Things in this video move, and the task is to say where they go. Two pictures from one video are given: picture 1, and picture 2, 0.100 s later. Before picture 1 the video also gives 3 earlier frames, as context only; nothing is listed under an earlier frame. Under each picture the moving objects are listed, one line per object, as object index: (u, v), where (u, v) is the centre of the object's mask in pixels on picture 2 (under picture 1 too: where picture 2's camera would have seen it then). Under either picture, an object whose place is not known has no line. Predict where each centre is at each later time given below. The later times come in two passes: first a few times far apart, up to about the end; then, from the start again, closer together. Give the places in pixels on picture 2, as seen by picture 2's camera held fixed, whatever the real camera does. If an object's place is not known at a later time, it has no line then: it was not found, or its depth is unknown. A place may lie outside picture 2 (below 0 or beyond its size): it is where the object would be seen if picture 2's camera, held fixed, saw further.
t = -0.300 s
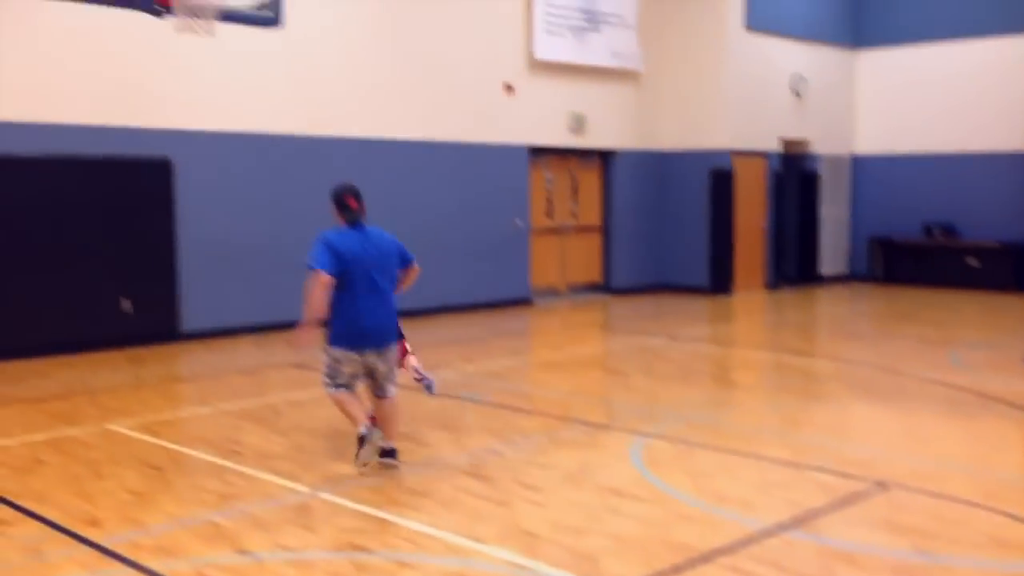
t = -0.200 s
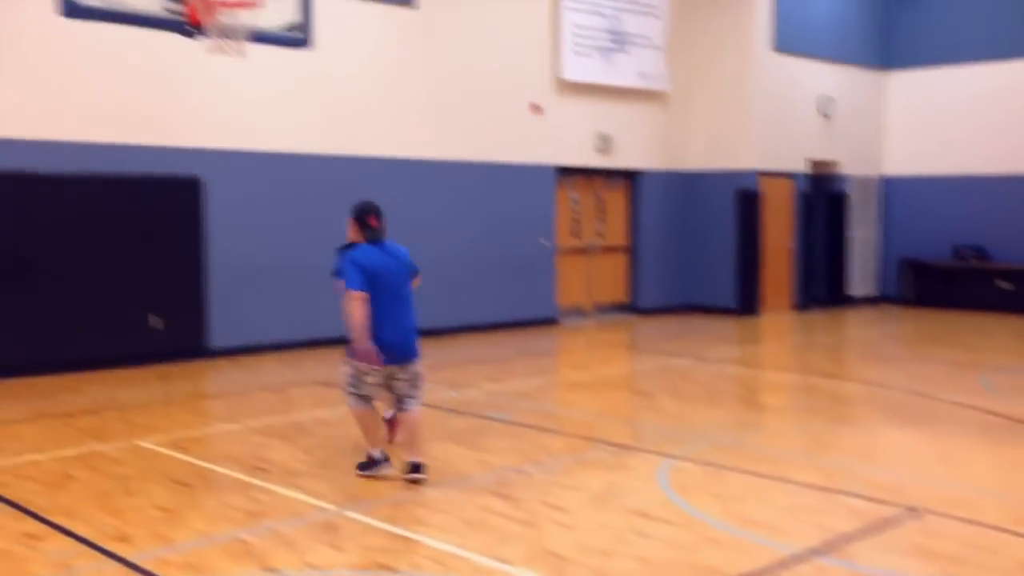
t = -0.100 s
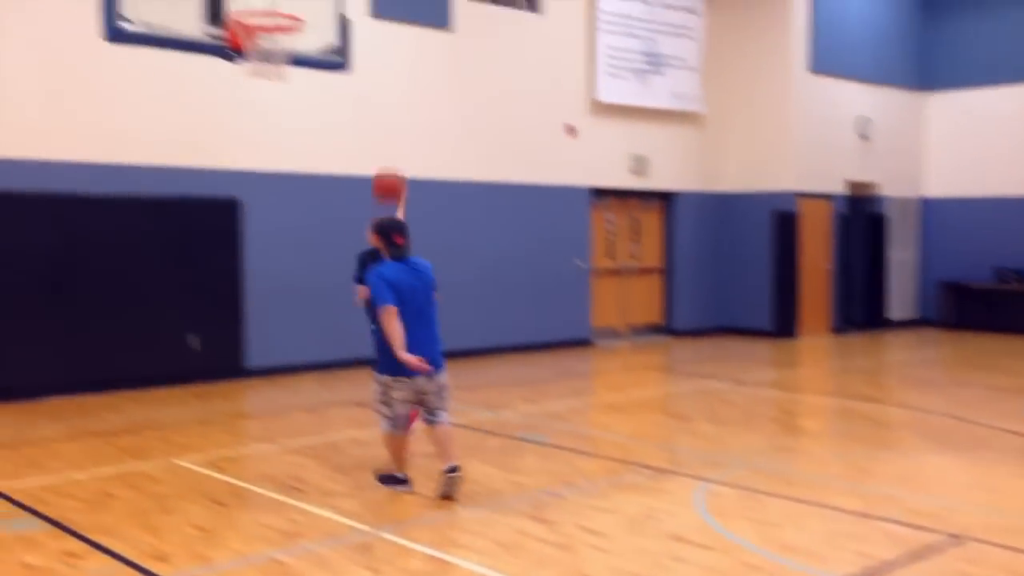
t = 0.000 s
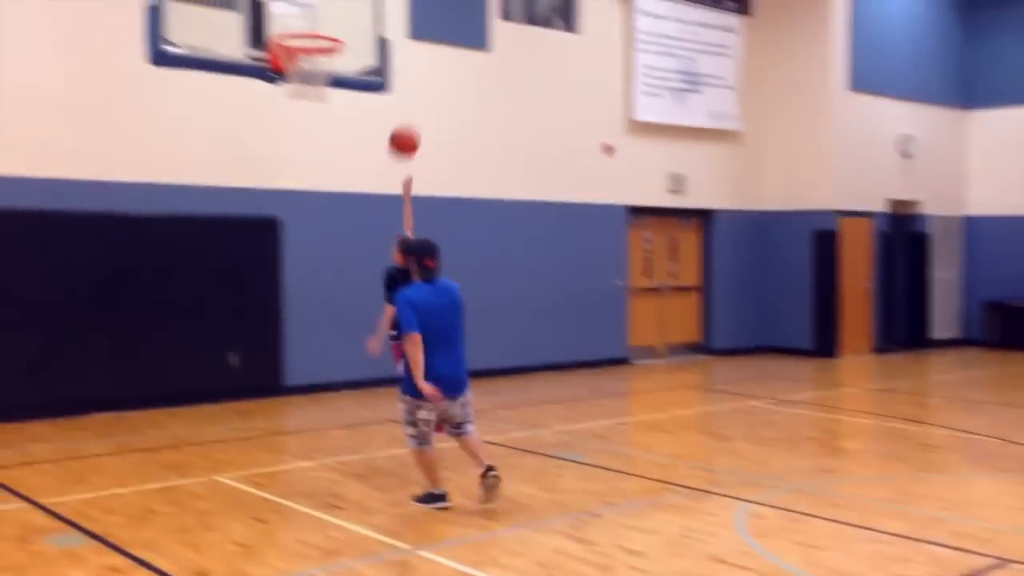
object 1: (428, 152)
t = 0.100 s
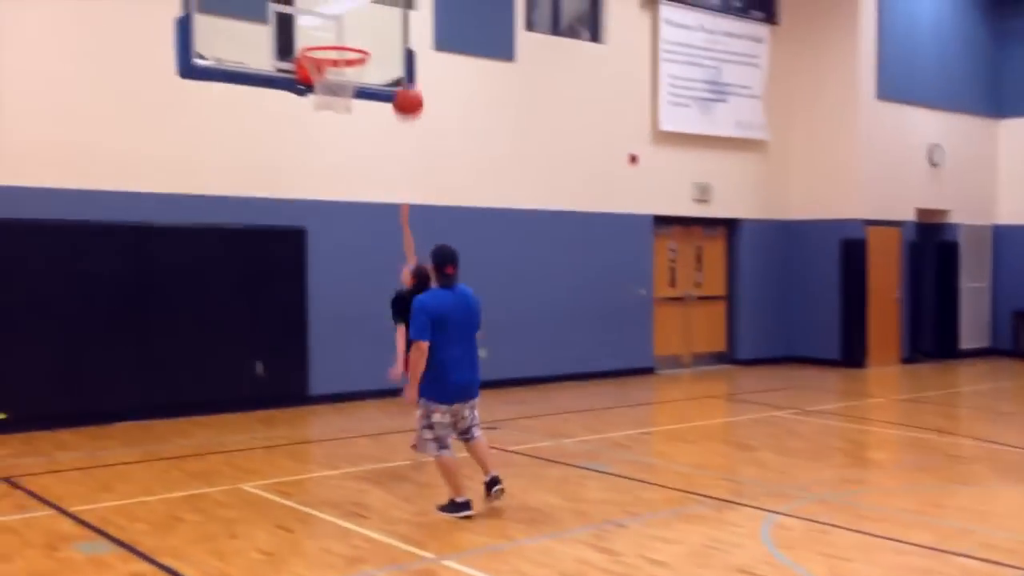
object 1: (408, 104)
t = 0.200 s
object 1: (386, 66)
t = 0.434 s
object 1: (358, 32)
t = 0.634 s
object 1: (341, 66)
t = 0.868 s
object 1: (337, 108)
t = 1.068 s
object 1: (343, 173)
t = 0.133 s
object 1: (401, 90)
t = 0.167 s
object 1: (393, 79)
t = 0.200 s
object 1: (386, 66)
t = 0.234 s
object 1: (380, 56)
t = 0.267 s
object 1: (374, 46)
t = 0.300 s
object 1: (368, 40)
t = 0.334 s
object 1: (366, 36)
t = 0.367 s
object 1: (364, 34)
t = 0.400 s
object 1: (361, 32)
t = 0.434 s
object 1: (358, 32)
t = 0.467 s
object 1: (355, 33)
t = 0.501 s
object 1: (352, 34)
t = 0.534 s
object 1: (349, 37)
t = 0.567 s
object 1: (343, 45)
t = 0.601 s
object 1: (341, 52)
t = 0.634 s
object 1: (341, 66)
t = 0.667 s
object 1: (344, 75)
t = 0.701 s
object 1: (337, 79)
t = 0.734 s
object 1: (336, 92)
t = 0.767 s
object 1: (335, 102)
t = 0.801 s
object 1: (336, 102)
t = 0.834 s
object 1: (337, 104)
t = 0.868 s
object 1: (337, 108)
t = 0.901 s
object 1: (338, 115)
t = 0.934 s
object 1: (339, 124)
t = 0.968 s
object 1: (340, 134)
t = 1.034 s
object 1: (342, 159)
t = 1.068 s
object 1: (343, 173)
